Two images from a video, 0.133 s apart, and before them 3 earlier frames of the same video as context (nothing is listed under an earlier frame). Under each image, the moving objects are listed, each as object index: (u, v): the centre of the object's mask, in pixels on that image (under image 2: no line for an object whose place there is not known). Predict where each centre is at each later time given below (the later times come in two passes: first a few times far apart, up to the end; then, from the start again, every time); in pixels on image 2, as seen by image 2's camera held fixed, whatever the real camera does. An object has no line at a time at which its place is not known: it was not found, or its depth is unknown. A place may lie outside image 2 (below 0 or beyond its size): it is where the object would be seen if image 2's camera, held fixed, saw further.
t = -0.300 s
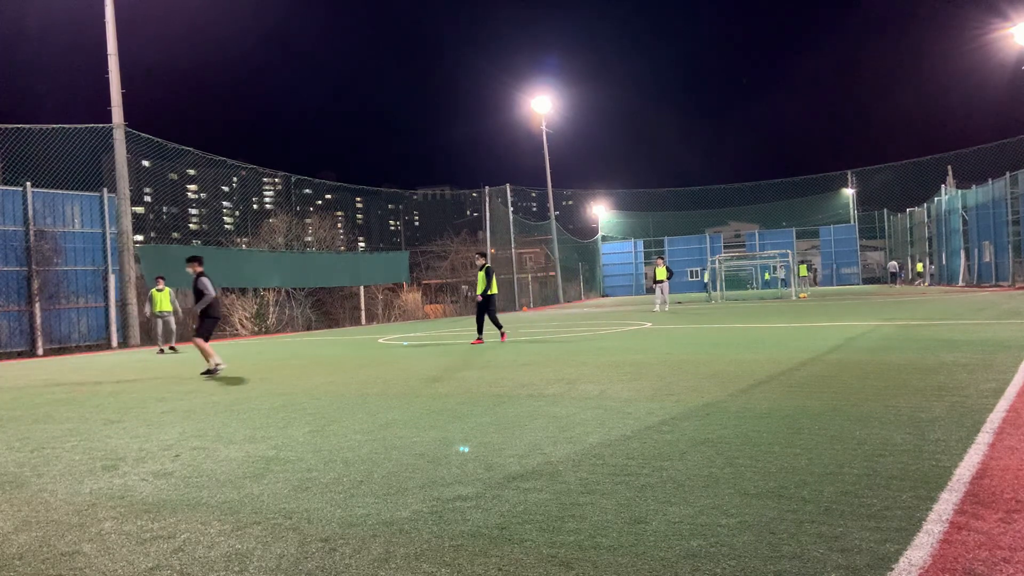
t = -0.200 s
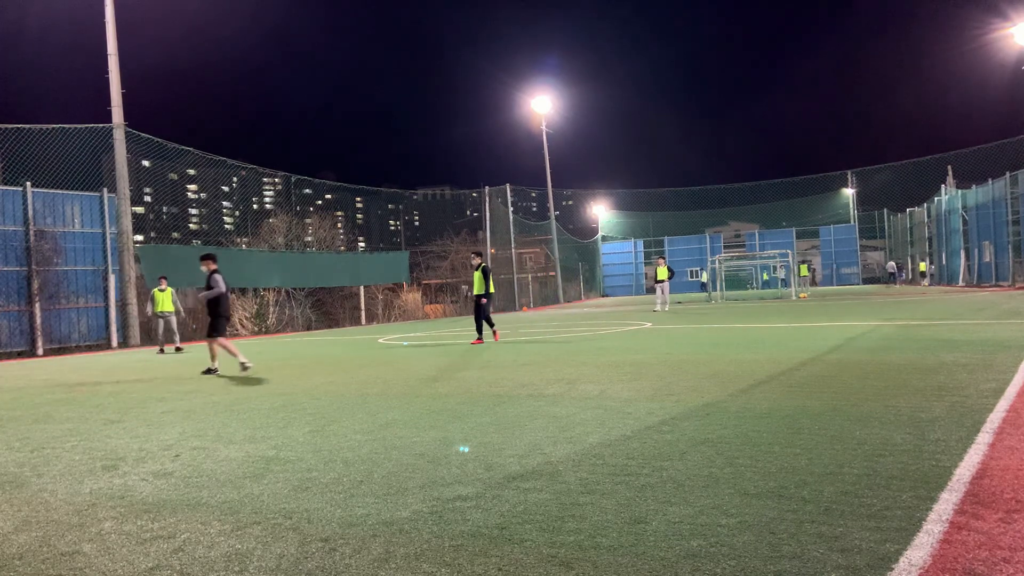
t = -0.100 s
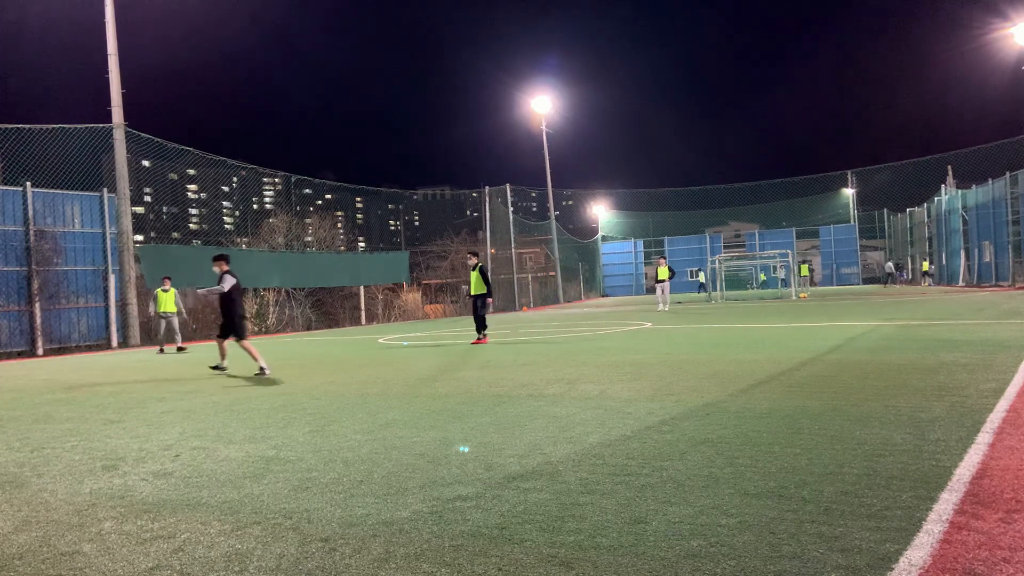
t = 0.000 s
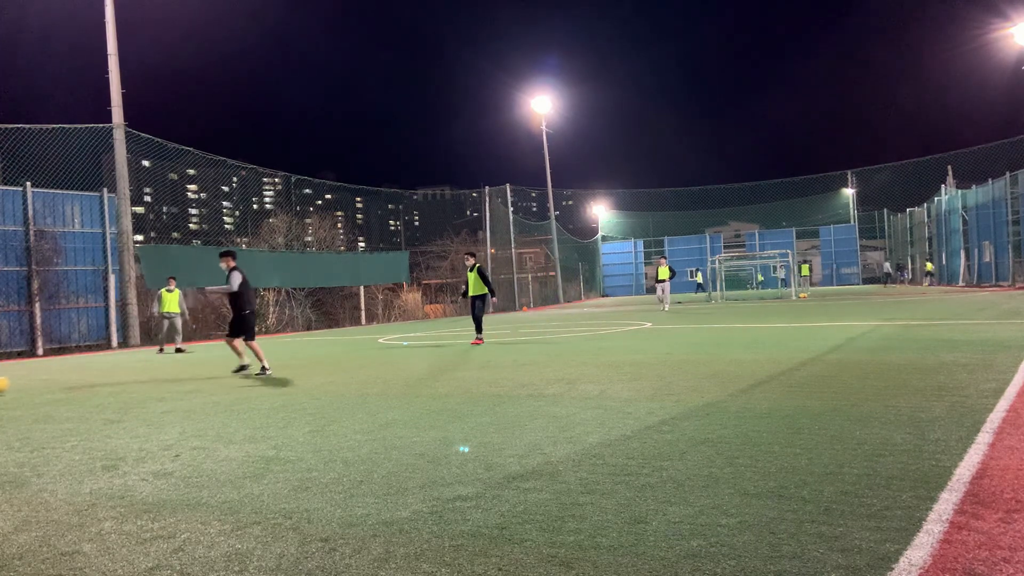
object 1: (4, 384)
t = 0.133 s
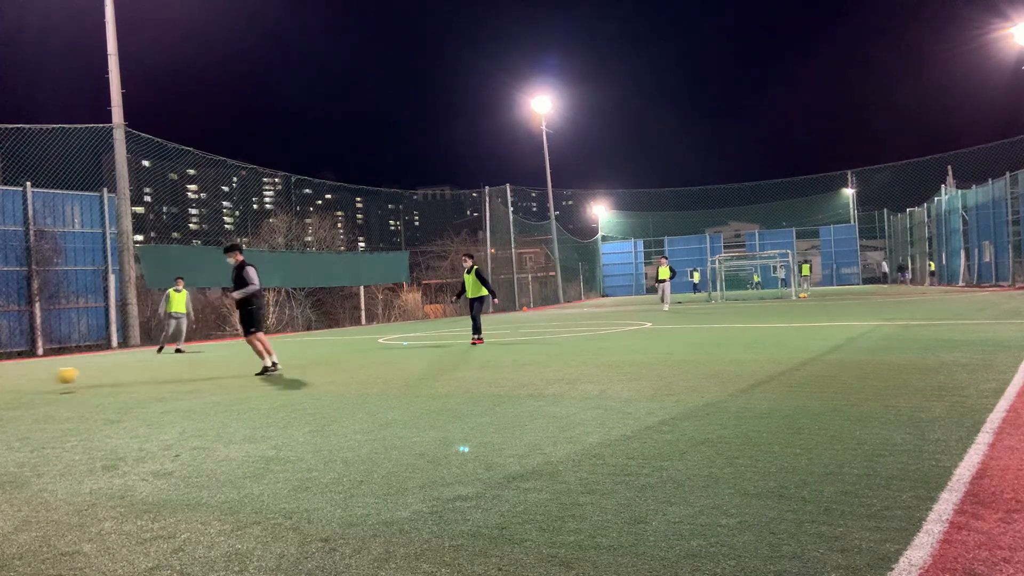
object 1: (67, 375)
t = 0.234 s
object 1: (121, 376)
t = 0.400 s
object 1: (200, 373)
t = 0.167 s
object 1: (85, 375)
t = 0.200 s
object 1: (102, 375)
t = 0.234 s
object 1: (121, 376)
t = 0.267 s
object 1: (138, 378)
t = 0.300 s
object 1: (154, 378)
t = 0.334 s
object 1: (169, 376)
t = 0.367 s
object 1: (184, 374)
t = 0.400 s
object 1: (200, 373)
